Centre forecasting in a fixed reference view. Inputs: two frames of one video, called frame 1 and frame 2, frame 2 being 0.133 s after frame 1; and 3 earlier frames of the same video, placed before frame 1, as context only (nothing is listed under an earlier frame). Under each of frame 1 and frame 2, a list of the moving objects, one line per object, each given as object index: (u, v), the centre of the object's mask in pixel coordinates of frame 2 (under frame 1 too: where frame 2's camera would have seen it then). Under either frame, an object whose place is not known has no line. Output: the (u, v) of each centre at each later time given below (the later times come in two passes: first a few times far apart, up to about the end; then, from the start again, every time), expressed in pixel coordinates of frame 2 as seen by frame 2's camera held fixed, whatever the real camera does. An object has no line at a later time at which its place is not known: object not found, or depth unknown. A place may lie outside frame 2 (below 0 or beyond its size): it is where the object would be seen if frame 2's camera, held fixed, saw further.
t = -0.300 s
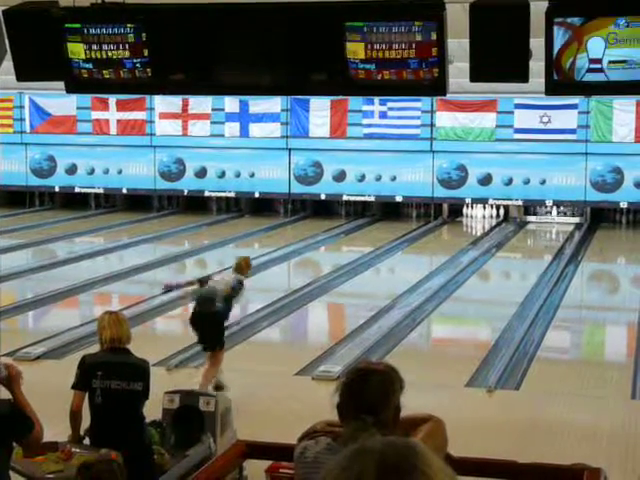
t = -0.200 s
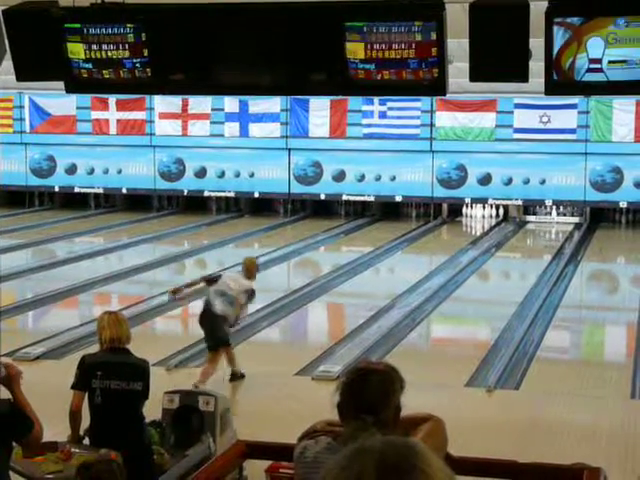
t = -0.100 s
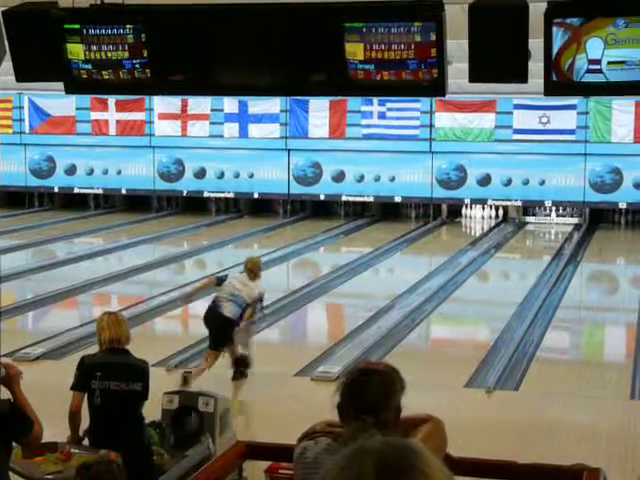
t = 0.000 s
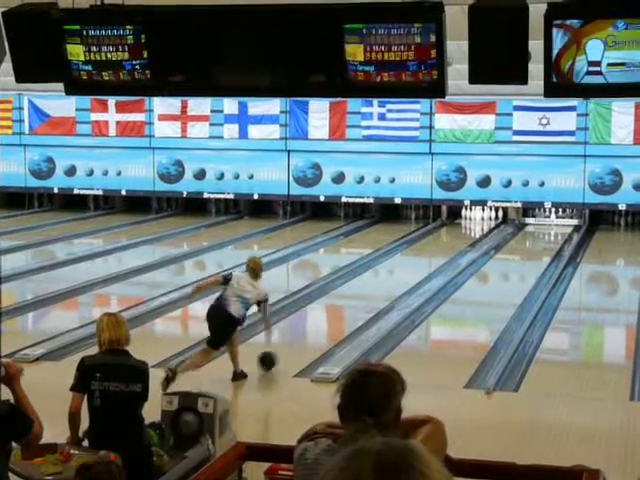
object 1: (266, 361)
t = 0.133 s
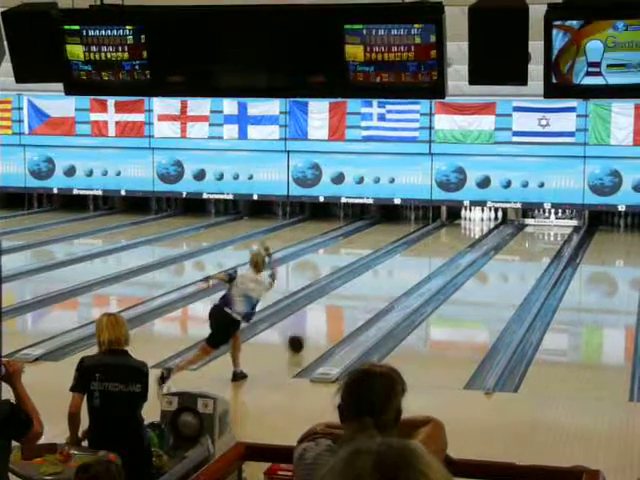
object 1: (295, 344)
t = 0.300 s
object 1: (327, 324)
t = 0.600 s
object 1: (370, 297)
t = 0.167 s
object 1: (302, 340)
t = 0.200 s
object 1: (308, 336)
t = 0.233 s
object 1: (314, 332)
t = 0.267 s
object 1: (320, 328)
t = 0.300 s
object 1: (327, 324)
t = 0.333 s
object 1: (332, 321)
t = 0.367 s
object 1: (337, 318)
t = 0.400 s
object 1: (342, 314)
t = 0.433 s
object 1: (347, 311)
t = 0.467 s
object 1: (352, 308)
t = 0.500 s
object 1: (357, 305)
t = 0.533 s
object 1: (362, 302)
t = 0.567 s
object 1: (366, 299)
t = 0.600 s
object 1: (370, 297)
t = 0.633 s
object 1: (374, 294)
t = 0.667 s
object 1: (378, 291)
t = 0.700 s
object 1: (382, 289)
